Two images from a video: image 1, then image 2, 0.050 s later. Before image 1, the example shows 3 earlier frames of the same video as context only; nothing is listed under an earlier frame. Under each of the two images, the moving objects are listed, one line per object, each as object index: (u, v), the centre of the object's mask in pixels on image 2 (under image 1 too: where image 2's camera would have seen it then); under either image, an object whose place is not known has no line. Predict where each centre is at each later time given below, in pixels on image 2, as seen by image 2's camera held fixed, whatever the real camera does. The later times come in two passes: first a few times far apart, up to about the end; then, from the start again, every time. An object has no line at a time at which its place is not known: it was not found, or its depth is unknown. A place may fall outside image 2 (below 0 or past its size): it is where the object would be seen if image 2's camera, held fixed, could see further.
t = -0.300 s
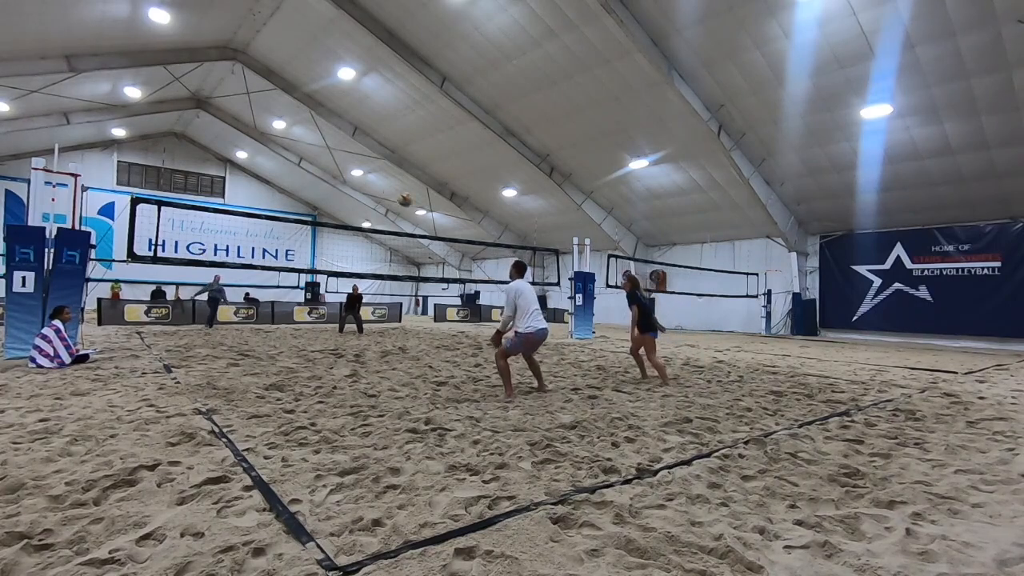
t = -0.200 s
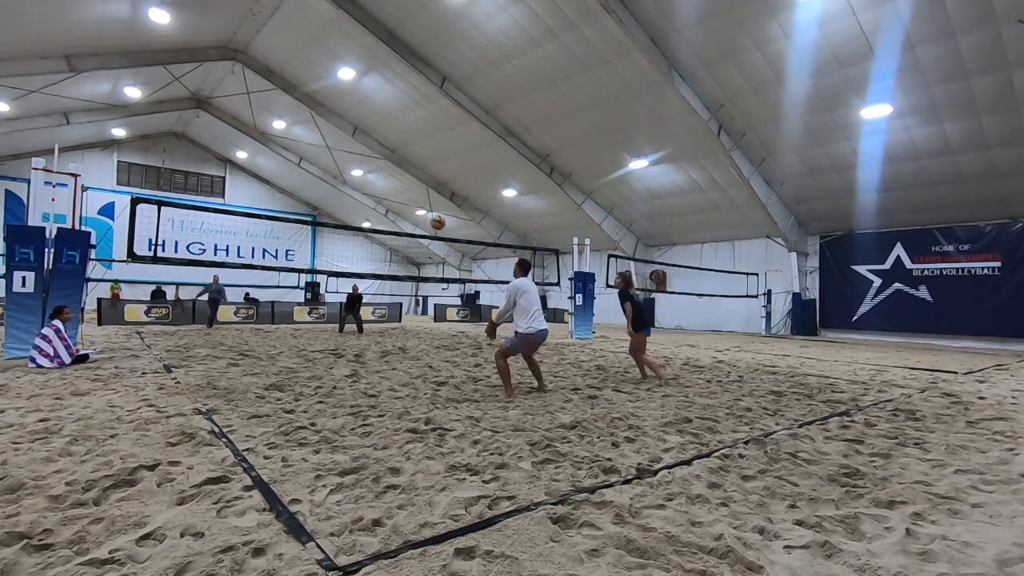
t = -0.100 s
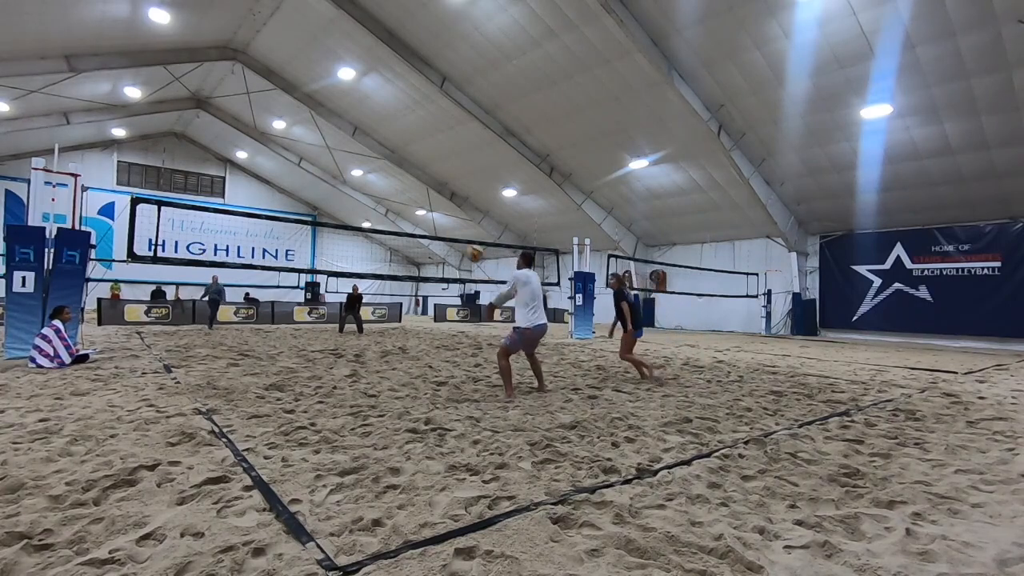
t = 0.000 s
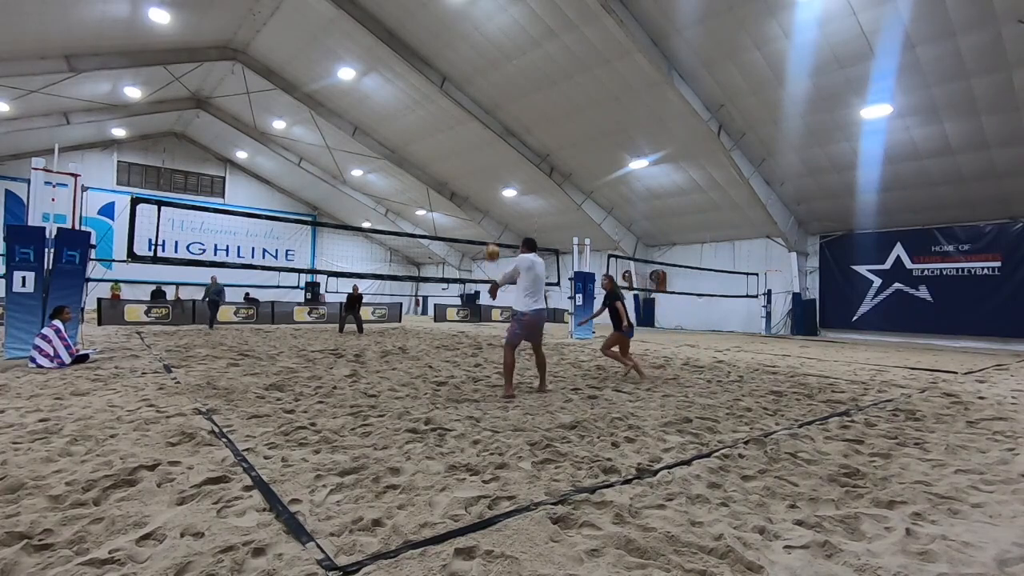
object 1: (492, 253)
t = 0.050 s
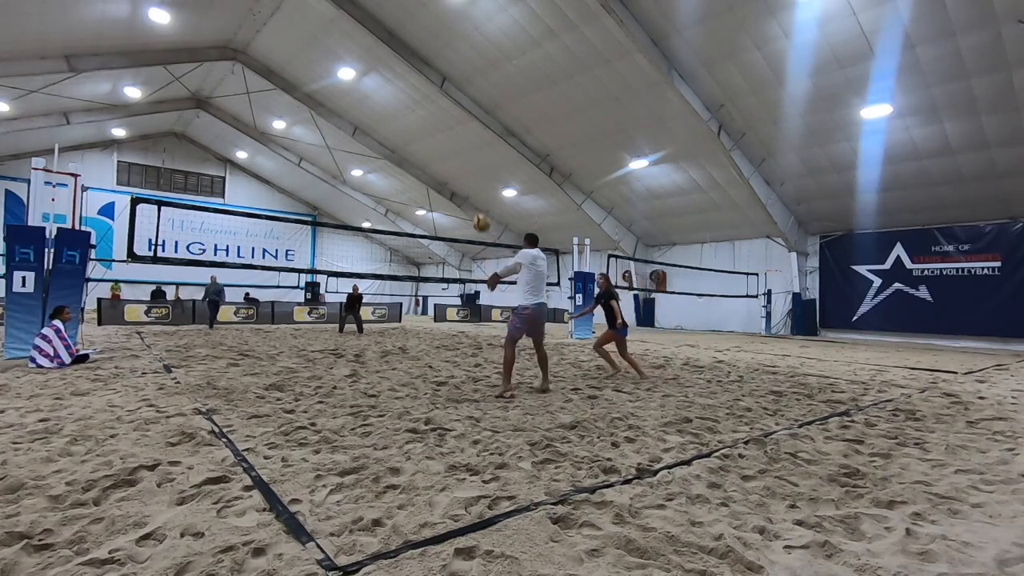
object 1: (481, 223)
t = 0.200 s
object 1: (452, 149)
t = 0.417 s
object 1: (413, 79)
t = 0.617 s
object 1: (379, 49)
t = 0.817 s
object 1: (345, 49)
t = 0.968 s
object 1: (321, 69)
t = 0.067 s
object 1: (478, 214)
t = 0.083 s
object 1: (475, 204)
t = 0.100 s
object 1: (472, 195)
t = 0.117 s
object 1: (468, 187)
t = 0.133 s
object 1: (466, 179)
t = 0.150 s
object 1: (462, 171)
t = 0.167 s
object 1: (459, 163)
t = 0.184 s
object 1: (456, 156)
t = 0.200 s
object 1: (452, 149)
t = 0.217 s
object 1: (449, 142)
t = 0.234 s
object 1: (446, 136)
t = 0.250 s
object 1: (443, 130)
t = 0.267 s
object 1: (440, 124)
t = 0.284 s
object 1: (437, 117)
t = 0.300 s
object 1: (433, 112)
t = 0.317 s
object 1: (431, 106)
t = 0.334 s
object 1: (428, 102)
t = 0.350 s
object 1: (425, 96)
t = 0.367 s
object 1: (422, 92)
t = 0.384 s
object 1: (419, 87)
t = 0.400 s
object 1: (416, 83)
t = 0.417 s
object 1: (413, 79)
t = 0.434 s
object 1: (410, 76)
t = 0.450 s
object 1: (408, 72)
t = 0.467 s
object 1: (405, 69)
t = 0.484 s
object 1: (401, 66)
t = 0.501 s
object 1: (399, 63)
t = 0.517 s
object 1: (396, 61)
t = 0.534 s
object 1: (393, 58)
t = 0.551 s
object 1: (390, 56)
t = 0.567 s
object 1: (388, 54)
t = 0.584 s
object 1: (385, 52)
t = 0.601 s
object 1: (382, 51)
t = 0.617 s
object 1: (379, 49)
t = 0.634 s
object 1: (376, 48)
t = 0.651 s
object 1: (373, 47)
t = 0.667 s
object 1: (371, 47)
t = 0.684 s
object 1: (368, 46)
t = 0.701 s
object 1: (365, 46)
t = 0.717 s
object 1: (362, 46)
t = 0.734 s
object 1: (359, 46)
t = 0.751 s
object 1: (357, 46)
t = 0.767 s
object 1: (353, 47)
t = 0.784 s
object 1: (351, 47)
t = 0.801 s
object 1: (347, 48)
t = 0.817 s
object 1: (345, 49)
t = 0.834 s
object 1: (343, 50)
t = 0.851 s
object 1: (340, 52)
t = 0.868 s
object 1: (337, 54)
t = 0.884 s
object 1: (334, 56)
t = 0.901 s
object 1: (331, 58)
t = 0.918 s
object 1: (329, 60)
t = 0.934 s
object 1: (326, 63)
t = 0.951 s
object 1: (323, 66)
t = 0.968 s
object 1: (321, 69)
